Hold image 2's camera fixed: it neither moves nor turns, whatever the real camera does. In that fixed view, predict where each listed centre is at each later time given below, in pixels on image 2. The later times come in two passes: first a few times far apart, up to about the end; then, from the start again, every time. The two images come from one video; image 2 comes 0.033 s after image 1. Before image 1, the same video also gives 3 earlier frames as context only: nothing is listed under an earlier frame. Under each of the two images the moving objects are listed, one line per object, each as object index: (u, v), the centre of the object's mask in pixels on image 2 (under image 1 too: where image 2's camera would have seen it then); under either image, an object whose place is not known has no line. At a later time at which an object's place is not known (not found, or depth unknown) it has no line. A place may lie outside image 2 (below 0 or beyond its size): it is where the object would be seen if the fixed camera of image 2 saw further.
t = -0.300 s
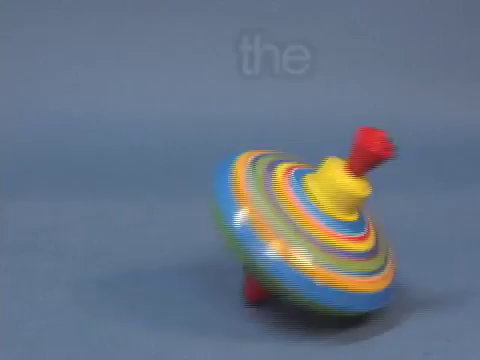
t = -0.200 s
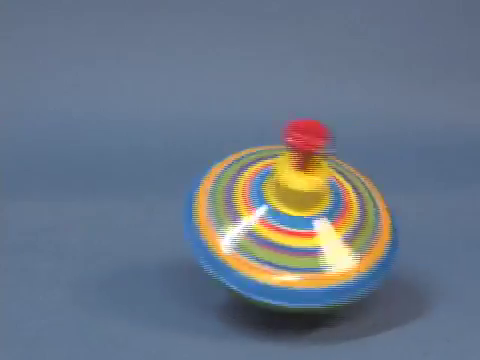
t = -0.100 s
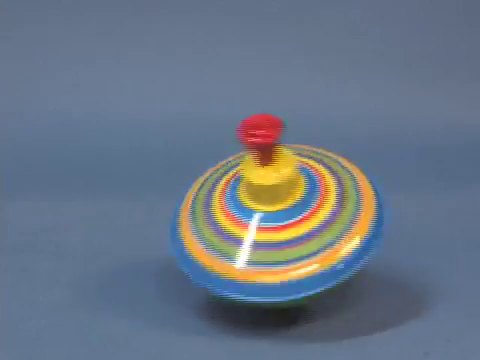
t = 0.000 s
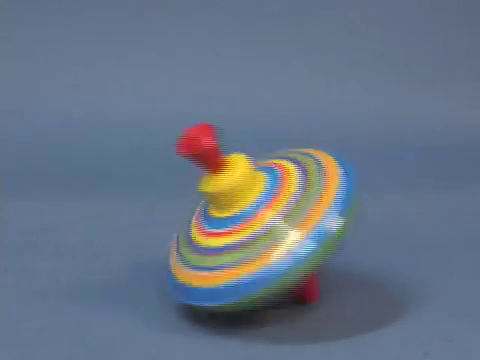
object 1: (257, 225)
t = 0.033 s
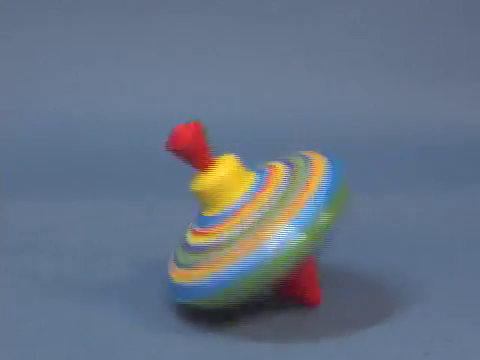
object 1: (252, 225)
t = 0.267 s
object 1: (271, 216)
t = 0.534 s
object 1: (293, 234)
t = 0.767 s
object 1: (277, 219)
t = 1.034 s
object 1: (282, 217)
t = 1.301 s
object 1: (292, 229)
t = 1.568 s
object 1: (260, 224)
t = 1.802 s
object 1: (283, 216)
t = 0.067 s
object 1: (249, 223)
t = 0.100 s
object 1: (250, 221)
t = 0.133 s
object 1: (252, 219)
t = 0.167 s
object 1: (258, 217)
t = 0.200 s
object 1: (263, 215)
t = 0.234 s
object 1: (268, 215)
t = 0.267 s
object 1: (271, 216)
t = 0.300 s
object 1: (275, 216)
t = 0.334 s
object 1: (279, 217)
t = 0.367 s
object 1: (284, 219)
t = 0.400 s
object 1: (289, 220)
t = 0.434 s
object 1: (293, 224)
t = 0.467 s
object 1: (295, 228)
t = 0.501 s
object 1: (295, 231)
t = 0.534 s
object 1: (293, 234)
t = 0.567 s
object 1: (288, 236)
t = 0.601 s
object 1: (286, 236)
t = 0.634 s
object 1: (282, 232)
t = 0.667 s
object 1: (280, 227)
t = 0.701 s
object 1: (278, 222)
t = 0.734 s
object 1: (279, 220)
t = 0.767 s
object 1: (277, 219)
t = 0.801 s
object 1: (274, 218)
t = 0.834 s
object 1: (271, 219)
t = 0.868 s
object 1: (269, 220)
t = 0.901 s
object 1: (269, 220)
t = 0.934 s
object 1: (269, 220)
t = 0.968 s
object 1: (271, 218)
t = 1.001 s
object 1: (276, 217)
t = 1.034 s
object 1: (282, 217)
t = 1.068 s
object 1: (285, 218)
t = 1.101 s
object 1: (288, 218)
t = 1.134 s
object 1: (291, 219)
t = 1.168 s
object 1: (292, 221)
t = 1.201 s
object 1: (294, 223)
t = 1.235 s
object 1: (295, 227)
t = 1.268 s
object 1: (294, 229)
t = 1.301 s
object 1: (292, 229)
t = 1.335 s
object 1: (287, 230)
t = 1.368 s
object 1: (282, 231)
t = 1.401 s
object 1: (278, 230)
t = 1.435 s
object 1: (274, 228)
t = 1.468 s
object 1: (270, 226)
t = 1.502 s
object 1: (266, 225)
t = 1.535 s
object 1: (263, 226)
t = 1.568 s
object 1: (260, 224)
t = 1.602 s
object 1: (259, 222)
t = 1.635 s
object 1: (260, 221)
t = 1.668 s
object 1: (263, 219)
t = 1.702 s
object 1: (269, 218)
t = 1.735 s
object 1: (274, 216)
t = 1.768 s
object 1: (279, 216)
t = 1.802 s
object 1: (283, 216)
